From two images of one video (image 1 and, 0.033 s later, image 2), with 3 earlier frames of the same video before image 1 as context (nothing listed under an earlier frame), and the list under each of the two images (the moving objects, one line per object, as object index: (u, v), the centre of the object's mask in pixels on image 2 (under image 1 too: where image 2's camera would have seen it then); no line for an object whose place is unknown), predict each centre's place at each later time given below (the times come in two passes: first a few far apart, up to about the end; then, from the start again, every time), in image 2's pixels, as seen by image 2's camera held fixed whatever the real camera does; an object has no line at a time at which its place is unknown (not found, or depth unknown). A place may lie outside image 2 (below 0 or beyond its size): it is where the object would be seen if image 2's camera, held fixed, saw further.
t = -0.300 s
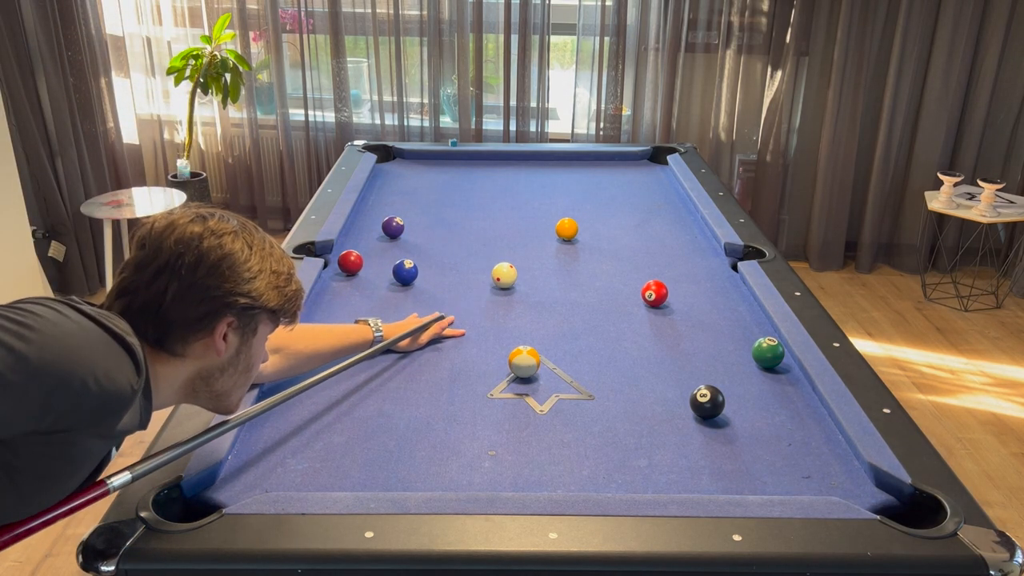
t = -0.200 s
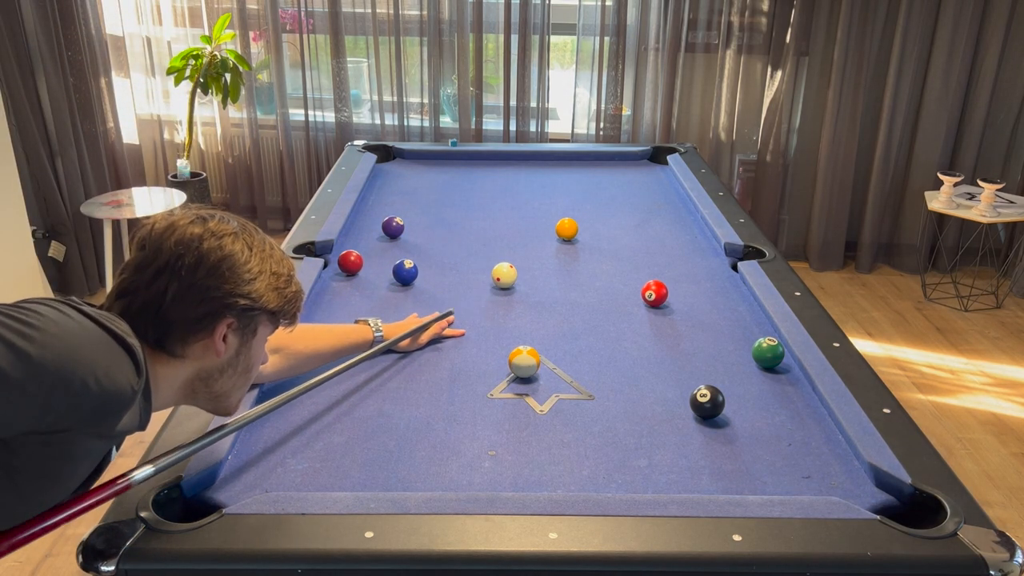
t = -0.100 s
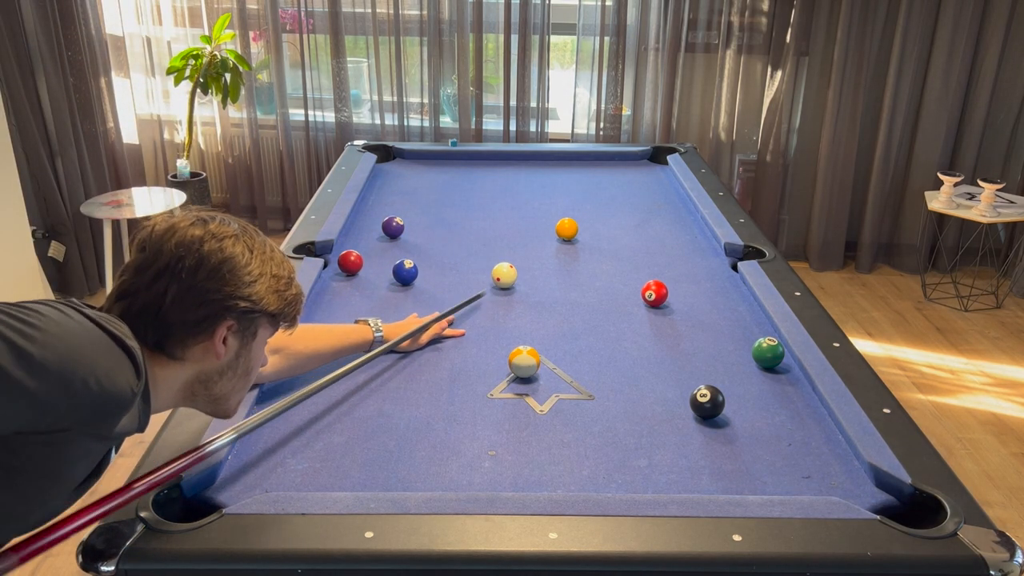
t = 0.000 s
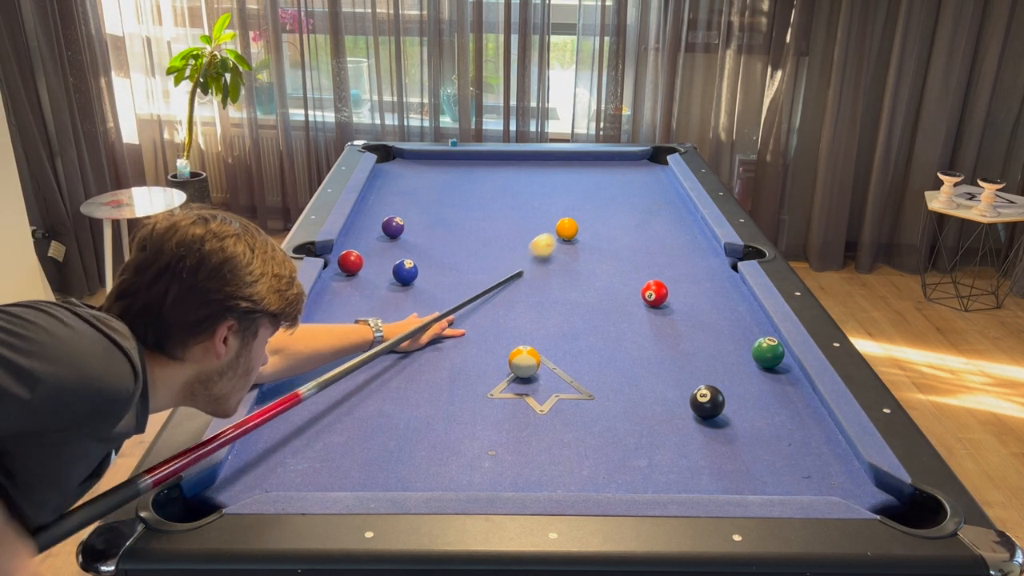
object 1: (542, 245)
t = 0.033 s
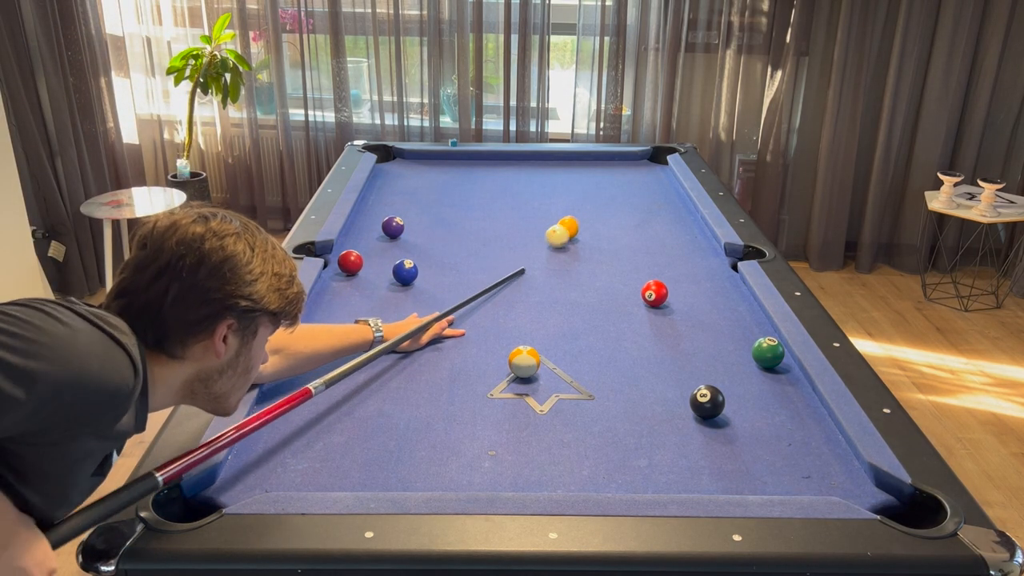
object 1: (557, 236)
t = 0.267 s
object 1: (558, 240)
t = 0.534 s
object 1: (556, 245)
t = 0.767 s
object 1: (554, 249)
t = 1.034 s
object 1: (554, 253)
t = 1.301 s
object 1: (554, 257)
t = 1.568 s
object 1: (554, 259)
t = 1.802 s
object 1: (554, 261)
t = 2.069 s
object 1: (555, 261)
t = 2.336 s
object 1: (555, 261)
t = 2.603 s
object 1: (555, 261)
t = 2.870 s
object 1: (555, 261)
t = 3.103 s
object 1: (555, 261)
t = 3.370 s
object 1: (555, 261)
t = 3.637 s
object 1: (555, 261)
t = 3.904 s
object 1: (554, 261)
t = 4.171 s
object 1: (555, 261)
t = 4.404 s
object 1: (554, 261)
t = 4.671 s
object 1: (554, 261)
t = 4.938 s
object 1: (554, 261)
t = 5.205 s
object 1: (555, 261)
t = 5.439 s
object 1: (554, 261)
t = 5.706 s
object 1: (554, 261)
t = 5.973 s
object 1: (554, 261)
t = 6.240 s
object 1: (554, 261)
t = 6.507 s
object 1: (554, 261)
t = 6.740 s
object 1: (554, 261)
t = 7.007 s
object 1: (554, 261)
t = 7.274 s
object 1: (554, 261)
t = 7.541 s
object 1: (554, 261)
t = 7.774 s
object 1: (554, 261)
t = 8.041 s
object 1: (554, 261)
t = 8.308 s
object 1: (554, 261)
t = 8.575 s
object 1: (554, 261)
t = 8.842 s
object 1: (554, 261)
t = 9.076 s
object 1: (554, 261)
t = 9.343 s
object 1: (554, 261)
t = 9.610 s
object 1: (555, 261)
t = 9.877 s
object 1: (555, 261)
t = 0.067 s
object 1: (559, 236)
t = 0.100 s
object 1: (559, 236)
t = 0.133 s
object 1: (559, 237)
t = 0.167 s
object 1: (558, 238)
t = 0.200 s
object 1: (558, 238)
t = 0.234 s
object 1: (558, 239)
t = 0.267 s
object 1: (558, 240)
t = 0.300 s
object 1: (558, 241)
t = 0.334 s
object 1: (558, 241)
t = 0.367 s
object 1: (557, 242)
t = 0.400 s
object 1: (557, 243)
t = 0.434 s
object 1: (557, 243)
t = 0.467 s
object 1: (557, 244)
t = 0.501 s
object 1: (557, 245)
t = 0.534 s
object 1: (556, 245)
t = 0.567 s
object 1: (556, 246)
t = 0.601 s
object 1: (556, 246)
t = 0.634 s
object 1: (556, 247)
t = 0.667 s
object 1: (555, 248)
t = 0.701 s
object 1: (555, 248)
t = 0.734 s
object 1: (555, 249)
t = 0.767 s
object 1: (554, 249)
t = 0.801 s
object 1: (554, 250)
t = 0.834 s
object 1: (554, 250)
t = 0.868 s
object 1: (554, 251)
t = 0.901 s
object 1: (554, 251)
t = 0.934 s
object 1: (554, 252)
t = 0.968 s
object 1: (554, 252)
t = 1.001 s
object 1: (554, 253)
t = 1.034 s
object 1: (554, 253)
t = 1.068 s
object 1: (554, 254)
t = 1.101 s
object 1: (554, 254)
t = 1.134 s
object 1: (554, 255)
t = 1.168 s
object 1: (554, 255)
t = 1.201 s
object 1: (554, 256)
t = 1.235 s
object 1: (554, 256)
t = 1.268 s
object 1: (554, 256)
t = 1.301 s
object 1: (554, 257)
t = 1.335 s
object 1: (554, 257)
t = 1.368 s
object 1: (554, 257)
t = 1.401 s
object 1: (554, 258)
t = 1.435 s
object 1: (554, 258)
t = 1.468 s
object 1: (554, 258)
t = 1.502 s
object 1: (554, 259)
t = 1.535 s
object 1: (554, 259)
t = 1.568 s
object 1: (554, 259)
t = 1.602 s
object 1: (554, 260)
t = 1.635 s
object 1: (554, 260)
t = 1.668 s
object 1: (554, 260)
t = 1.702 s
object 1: (554, 260)
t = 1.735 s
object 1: (554, 260)
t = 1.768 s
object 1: (554, 261)
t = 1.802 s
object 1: (554, 261)
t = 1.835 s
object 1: (554, 261)
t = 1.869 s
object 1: (554, 261)
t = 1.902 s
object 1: (554, 261)
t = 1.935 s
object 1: (554, 261)
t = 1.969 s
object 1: (555, 261)
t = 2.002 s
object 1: (555, 261)
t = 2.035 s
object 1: (555, 261)
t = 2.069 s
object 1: (555, 261)
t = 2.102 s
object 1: (555, 261)
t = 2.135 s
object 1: (555, 261)
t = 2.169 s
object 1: (555, 261)
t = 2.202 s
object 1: (555, 261)
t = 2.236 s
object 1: (555, 261)
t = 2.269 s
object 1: (555, 261)
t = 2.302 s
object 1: (555, 261)
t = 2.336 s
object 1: (555, 261)
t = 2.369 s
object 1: (555, 261)
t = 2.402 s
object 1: (555, 261)
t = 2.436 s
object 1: (555, 261)
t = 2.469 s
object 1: (555, 261)
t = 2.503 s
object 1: (555, 261)
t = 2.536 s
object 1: (555, 261)
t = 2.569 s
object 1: (555, 261)
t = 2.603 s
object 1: (555, 261)
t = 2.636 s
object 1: (555, 261)
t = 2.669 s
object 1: (555, 261)
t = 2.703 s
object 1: (555, 261)
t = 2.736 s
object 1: (555, 261)
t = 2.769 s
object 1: (555, 261)
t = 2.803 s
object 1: (555, 261)
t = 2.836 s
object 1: (555, 261)
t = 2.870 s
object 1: (555, 261)
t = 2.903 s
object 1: (555, 261)
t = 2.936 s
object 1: (555, 261)
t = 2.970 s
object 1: (555, 261)
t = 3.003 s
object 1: (555, 261)
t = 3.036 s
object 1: (555, 261)
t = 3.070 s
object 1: (555, 261)
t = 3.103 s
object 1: (555, 261)
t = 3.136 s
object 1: (555, 261)
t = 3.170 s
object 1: (555, 261)
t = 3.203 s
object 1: (555, 261)
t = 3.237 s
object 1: (555, 261)
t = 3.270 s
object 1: (555, 261)
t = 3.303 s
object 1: (555, 261)
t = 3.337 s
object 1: (555, 261)
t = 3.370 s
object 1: (555, 261)
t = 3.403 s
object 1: (555, 261)
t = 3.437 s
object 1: (555, 261)
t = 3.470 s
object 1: (555, 261)
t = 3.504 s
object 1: (555, 261)
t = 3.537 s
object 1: (555, 261)
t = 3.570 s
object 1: (555, 261)
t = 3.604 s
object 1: (555, 261)
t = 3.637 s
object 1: (555, 261)
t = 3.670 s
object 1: (555, 261)
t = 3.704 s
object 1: (555, 261)
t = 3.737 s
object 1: (555, 261)
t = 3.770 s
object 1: (555, 261)
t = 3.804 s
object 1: (555, 261)
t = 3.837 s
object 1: (555, 261)
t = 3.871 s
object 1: (555, 261)
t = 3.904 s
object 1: (554, 261)
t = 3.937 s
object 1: (555, 261)
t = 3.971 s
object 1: (555, 261)
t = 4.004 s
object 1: (555, 261)
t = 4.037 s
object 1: (555, 261)
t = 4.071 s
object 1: (554, 261)
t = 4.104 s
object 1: (555, 261)
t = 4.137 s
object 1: (555, 261)
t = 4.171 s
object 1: (555, 261)
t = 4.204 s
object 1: (555, 261)
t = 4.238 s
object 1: (555, 261)
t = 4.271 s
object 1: (554, 261)
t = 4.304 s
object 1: (555, 261)
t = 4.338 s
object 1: (554, 261)
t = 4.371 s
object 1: (554, 261)
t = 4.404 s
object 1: (554, 261)
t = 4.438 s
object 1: (554, 261)
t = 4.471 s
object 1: (554, 261)
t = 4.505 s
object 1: (554, 261)
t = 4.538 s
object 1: (554, 261)
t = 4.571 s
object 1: (554, 261)
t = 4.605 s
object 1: (554, 261)
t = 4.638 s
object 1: (554, 261)
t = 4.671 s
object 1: (554, 261)
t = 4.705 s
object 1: (554, 261)
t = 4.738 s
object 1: (554, 261)
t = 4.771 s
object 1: (554, 261)
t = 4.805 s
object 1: (554, 261)
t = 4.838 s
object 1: (554, 261)
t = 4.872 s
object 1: (554, 261)
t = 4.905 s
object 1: (554, 261)
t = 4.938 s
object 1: (554, 261)
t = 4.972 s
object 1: (554, 261)
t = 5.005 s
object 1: (554, 261)
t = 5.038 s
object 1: (554, 261)
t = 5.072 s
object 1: (554, 261)
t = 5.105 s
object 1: (554, 261)
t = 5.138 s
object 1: (554, 261)
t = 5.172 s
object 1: (554, 261)
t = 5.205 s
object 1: (555, 261)
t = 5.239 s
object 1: (554, 261)
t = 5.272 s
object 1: (554, 261)
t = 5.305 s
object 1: (554, 261)
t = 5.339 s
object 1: (554, 261)
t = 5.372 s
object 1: (554, 261)
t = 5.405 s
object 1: (554, 261)
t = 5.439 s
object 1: (554, 261)
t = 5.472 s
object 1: (554, 261)
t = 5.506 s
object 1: (554, 261)
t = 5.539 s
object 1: (554, 261)
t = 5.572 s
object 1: (554, 261)
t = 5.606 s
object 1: (554, 261)
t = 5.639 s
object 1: (554, 261)
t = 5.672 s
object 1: (554, 261)
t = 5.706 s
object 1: (554, 261)
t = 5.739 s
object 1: (554, 261)
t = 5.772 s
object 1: (554, 261)
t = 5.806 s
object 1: (554, 261)
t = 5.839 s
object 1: (554, 261)
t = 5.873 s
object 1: (554, 261)
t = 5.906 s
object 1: (554, 261)
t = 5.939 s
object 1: (554, 261)
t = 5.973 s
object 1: (554, 261)
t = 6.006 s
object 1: (554, 261)
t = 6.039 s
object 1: (554, 261)
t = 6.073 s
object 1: (554, 261)
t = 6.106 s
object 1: (554, 261)
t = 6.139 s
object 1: (554, 261)
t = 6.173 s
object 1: (554, 261)
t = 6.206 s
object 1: (554, 261)
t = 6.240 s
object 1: (554, 261)
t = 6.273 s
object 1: (554, 261)
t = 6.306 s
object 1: (554, 261)
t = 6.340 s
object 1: (554, 261)
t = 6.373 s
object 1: (554, 261)
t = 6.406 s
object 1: (554, 261)
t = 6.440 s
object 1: (554, 261)
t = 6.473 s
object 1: (554, 261)
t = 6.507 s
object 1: (554, 261)
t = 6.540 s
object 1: (554, 261)
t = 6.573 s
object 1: (554, 261)
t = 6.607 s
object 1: (554, 261)
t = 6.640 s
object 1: (554, 261)
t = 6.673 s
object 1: (554, 261)
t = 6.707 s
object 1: (554, 261)
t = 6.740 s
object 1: (554, 261)
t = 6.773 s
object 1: (554, 261)
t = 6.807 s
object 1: (554, 261)
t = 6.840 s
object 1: (554, 261)
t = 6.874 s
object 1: (554, 261)
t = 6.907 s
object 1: (554, 261)
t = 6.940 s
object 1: (554, 261)
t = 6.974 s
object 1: (554, 261)
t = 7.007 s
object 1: (554, 261)
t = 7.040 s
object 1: (554, 261)
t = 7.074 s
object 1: (554, 261)
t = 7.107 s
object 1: (554, 261)
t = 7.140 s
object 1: (554, 261)
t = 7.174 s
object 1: (554, 261)
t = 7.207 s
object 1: (554, 261)
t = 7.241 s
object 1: (554, 261)
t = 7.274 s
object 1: (554, 261)
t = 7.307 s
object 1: (554, 261)
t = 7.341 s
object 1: (554, 261)
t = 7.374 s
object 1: (554, 261)
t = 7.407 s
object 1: (554, 261)
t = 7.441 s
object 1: (554, 261)
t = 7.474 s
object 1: (554, 261)
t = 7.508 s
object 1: (554, 261)
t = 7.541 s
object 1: (554, 261)
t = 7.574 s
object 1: (554, 261)
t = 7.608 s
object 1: (554, 261)
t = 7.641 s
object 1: (554, 261)
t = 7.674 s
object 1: (554, 261)
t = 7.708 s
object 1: (554, 261)
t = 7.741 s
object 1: (554, 261)
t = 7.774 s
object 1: (554, 261)
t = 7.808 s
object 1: (554, 261)
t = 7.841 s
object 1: (554, 261)
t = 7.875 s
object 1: (554, 261)
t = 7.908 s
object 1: (554, 261)
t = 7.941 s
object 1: (554, 261)
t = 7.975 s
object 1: (554, 261)
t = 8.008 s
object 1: (554, 261)
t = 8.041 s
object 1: (554, 261)
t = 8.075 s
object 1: (554, 261)
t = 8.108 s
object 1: (554, 261)
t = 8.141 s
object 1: (554, 261)
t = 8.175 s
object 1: (554, 261)
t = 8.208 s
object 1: (554, 261)
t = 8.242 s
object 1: (554, 261)
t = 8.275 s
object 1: (554, 261)
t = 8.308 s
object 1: (554, 261)
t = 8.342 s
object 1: (554, 261)
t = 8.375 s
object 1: (554, 261)
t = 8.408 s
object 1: (554, 261)
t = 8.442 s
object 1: (554, 261)
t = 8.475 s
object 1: (554, 261)
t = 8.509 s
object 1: (554, 261)
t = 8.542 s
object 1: (554, 261)
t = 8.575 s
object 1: (554, 261)
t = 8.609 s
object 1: (554, 261)
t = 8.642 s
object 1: (554, 261)
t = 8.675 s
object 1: (554, 261)
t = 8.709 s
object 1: (554, 261)
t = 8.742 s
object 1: (554, 261)
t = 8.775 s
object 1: (554, 261)
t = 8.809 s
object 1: (554, 261)
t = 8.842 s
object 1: (554, 261)
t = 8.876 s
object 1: (554, 261)
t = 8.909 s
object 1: (554, 261)
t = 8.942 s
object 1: (554, 261)
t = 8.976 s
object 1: (554, 261)
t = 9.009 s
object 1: (554, 261)
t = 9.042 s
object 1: (554, 261)
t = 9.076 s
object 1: (554, 261)
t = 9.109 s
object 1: (554, 261)
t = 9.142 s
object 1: (554, 261)
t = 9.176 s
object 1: (554, 261)
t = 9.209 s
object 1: (554, 261)
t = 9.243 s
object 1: (554, 261)
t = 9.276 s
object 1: (554, 261)
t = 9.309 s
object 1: (554, 261)
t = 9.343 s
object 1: (554, 261)
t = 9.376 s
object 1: (554, 261)
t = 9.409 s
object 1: (554, 261)
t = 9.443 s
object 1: (554, 261)
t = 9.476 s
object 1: (554, 261)
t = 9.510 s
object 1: (555, 261)
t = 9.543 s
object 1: (554, 261)
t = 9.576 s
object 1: (555, 261)
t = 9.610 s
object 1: (555, 261)
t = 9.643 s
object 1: (555, 261)
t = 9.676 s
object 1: (555, 261)
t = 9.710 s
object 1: (555, 261)
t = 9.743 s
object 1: (555, 261)
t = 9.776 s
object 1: (555, 261)
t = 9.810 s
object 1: (555, 261)
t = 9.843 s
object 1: (554, 261)
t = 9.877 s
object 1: (555, 261)
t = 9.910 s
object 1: (554, 261)
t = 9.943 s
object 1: (554, 261)
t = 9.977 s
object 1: (554, 261)
